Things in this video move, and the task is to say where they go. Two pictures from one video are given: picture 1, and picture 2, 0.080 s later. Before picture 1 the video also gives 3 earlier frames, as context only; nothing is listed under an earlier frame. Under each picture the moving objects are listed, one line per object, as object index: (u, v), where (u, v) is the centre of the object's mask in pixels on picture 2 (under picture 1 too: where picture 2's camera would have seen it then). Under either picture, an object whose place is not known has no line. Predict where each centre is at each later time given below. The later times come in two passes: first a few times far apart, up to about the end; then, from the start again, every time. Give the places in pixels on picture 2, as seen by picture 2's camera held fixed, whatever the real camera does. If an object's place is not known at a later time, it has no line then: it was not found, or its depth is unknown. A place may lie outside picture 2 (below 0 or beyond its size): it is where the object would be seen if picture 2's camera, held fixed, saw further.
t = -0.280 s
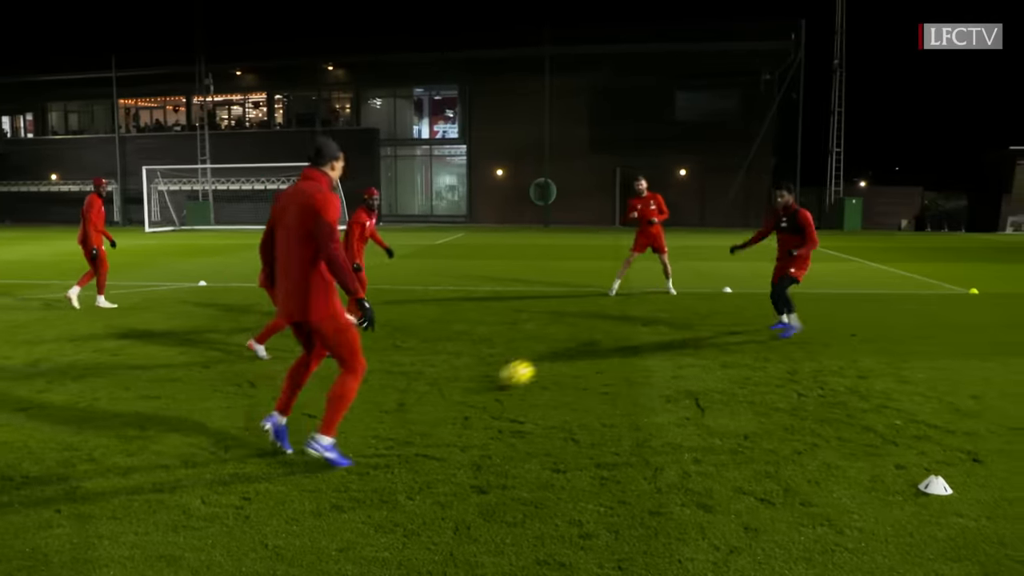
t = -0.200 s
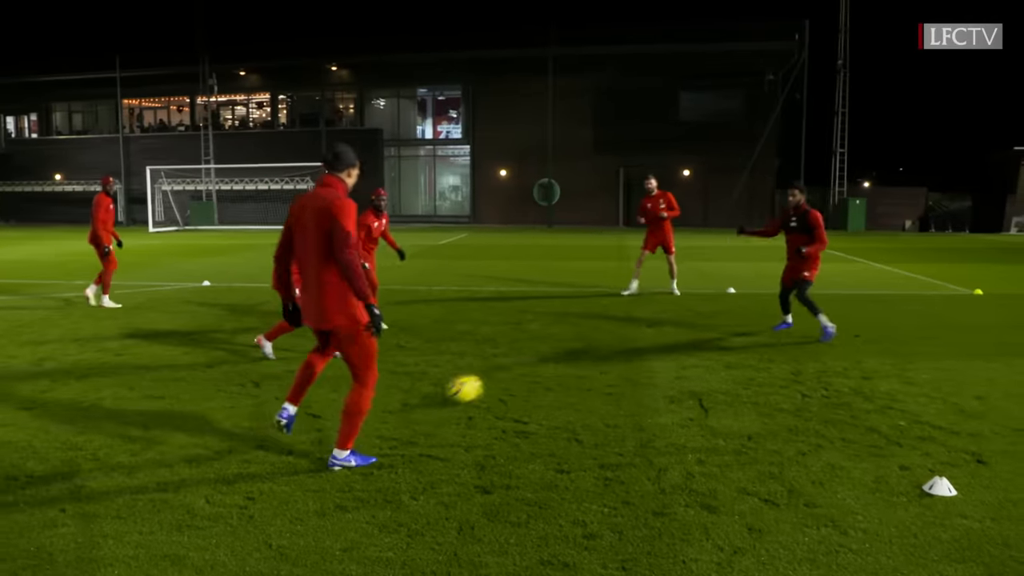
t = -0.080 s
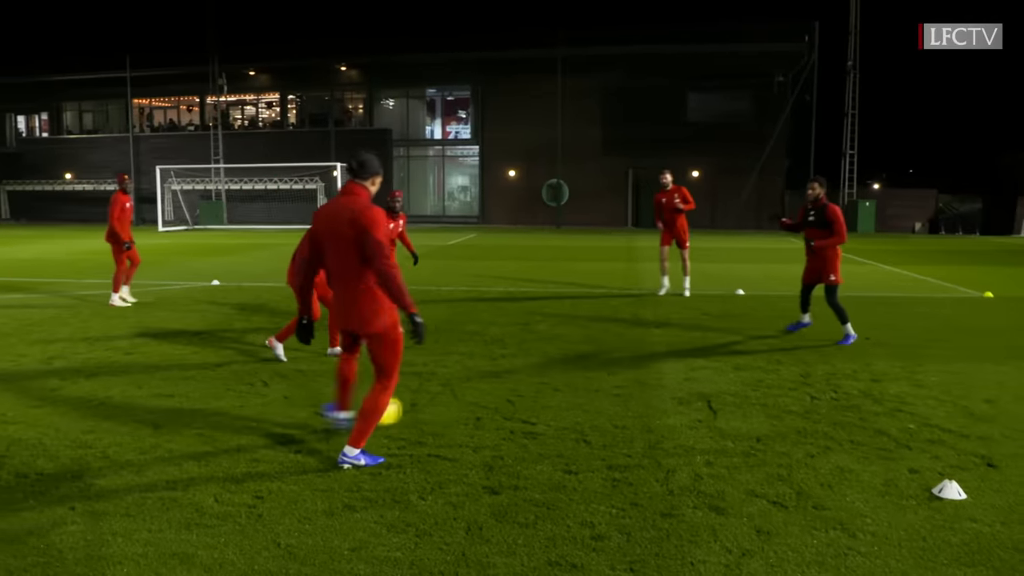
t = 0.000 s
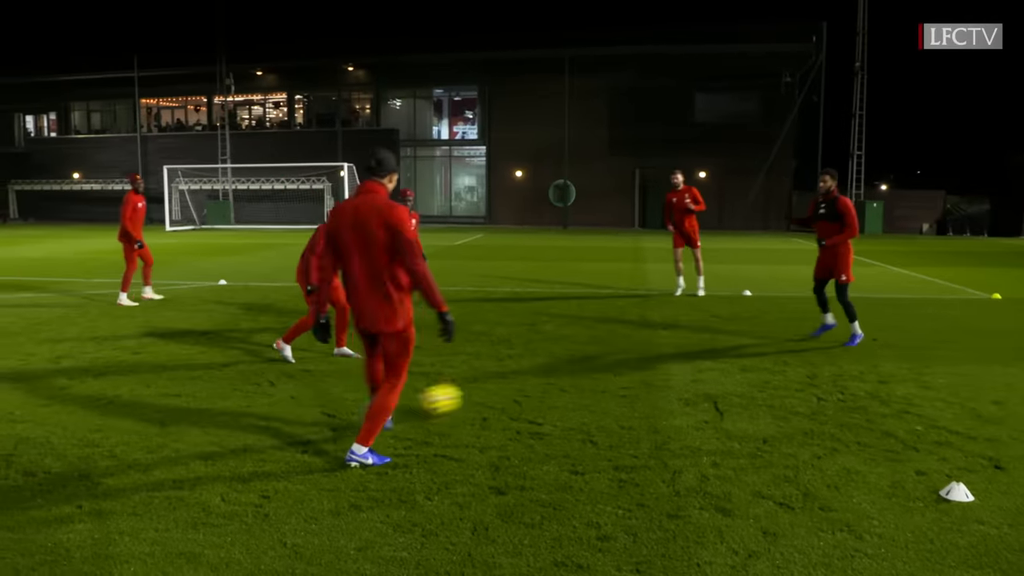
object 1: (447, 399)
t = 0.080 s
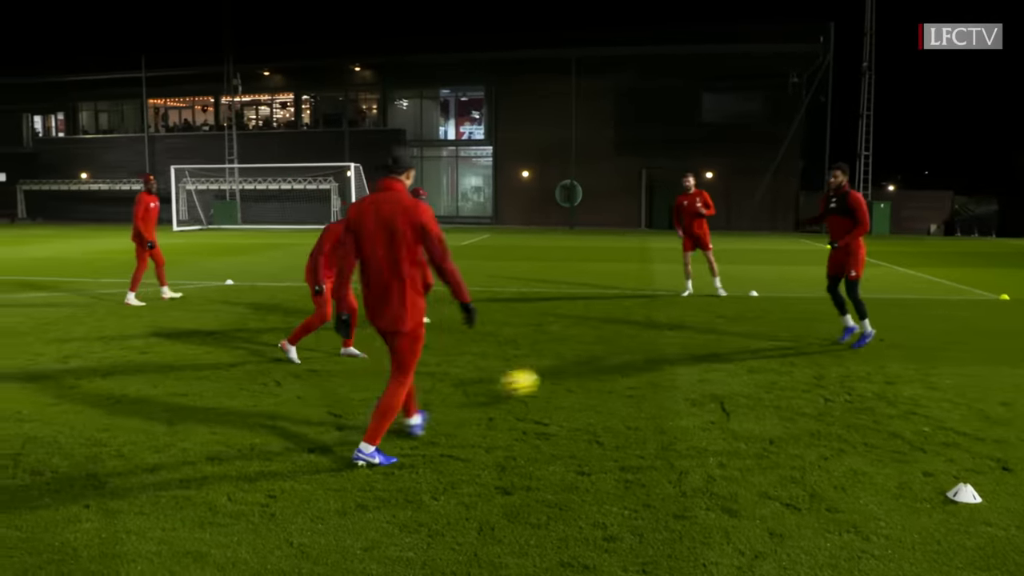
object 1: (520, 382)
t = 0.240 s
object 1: (630, 360)
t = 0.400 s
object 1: (711, 345)
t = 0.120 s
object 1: (552, 378)
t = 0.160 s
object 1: (581, 374)
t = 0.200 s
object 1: (607, 366)
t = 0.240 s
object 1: (630, 360)
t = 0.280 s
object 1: (652, 356)
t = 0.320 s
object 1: (674, 353)
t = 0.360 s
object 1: (694, 350)
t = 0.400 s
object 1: (711, 345)
